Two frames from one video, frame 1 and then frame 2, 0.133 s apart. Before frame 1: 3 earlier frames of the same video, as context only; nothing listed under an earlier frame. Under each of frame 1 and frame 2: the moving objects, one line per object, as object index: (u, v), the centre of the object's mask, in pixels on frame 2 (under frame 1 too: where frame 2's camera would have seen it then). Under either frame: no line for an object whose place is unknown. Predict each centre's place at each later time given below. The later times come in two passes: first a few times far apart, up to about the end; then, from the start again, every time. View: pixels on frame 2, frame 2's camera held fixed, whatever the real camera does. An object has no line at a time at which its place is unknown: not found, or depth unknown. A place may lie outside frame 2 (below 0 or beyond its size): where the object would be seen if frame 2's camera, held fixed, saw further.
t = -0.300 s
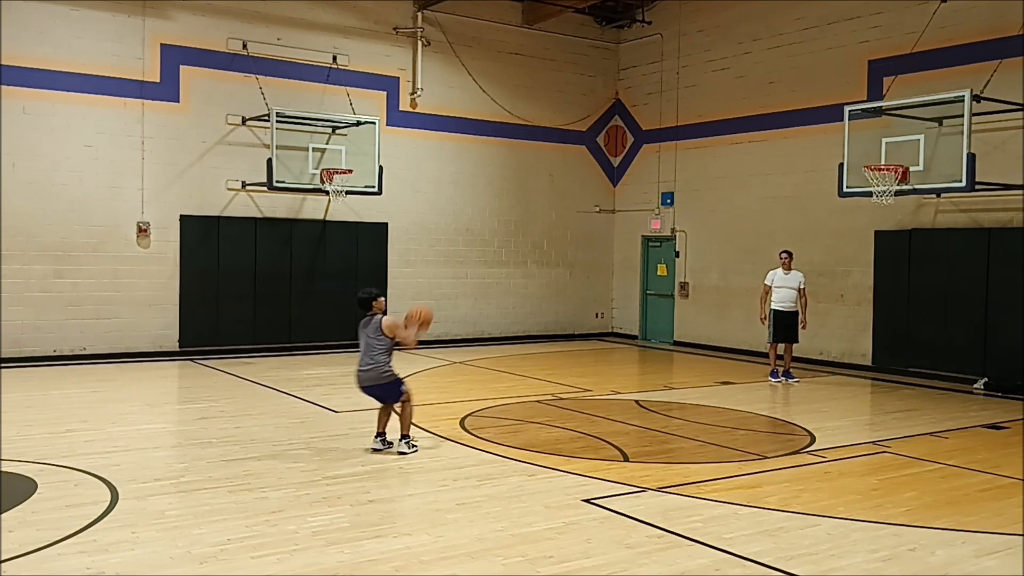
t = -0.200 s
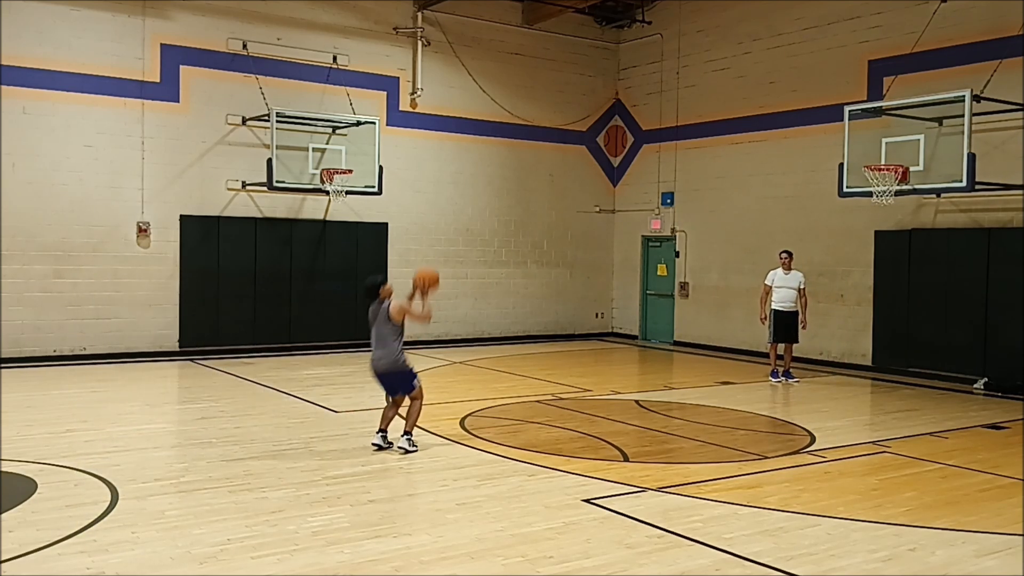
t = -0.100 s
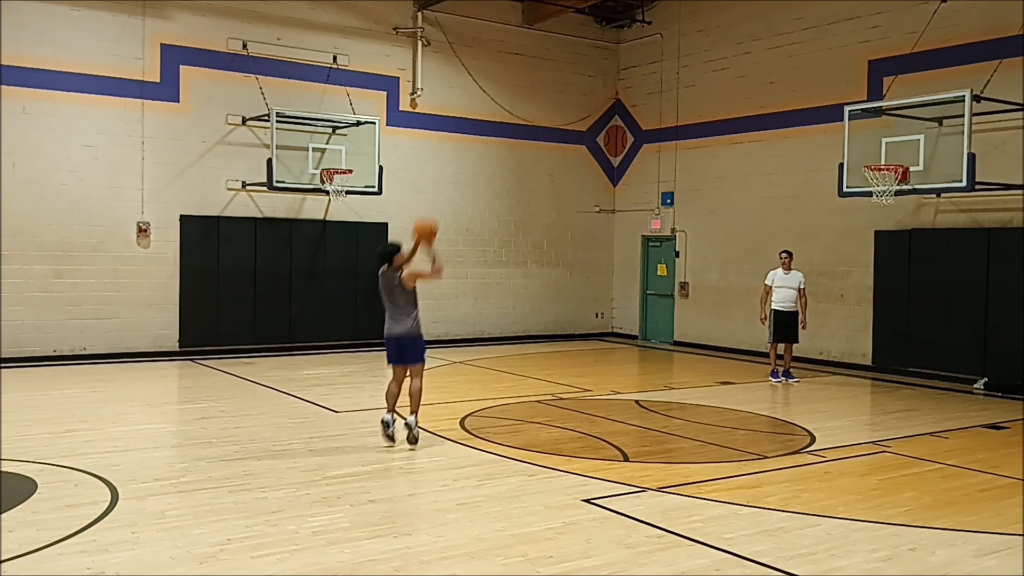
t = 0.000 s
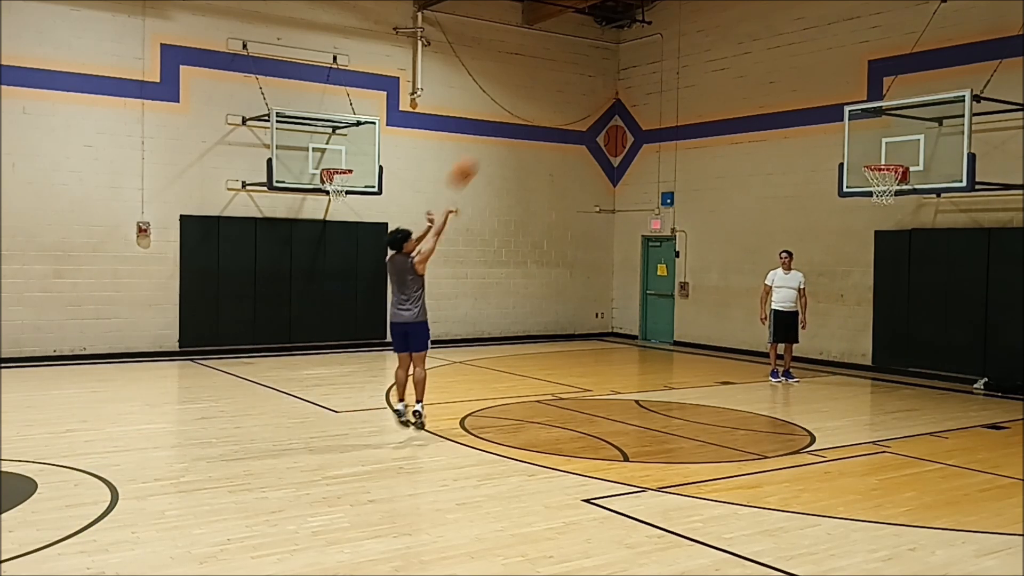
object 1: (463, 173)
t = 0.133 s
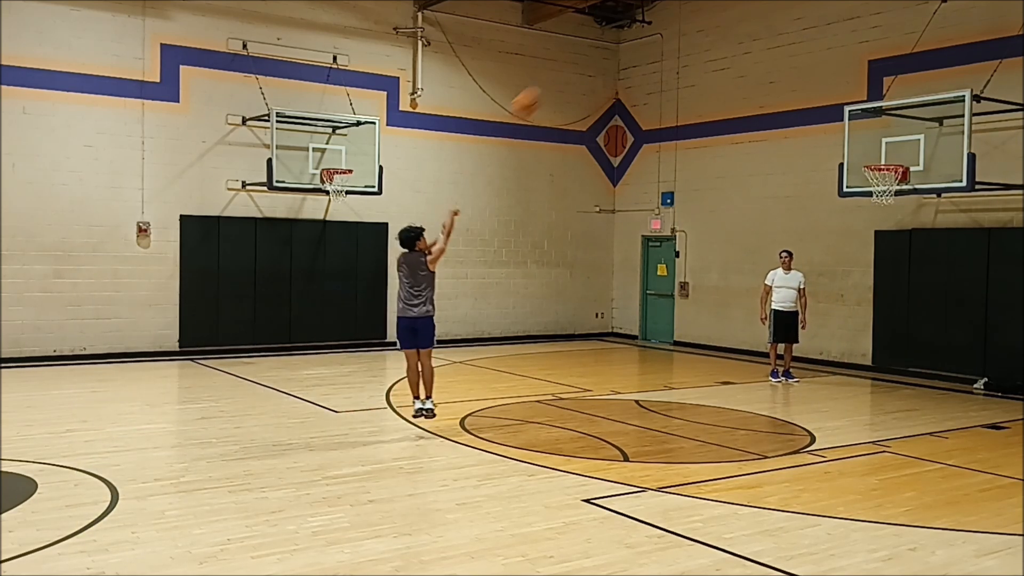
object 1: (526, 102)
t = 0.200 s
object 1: (556, 75)
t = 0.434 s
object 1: (653, 23)
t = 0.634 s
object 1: (724, 19)
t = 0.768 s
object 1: (765, 35)
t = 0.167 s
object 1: (541, 89)
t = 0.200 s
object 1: (556, 75)
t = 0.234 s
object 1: (571, 65)
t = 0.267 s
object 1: (586, 55)
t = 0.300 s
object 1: (600, 47)
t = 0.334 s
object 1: (613, 40)
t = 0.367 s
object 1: (626, 33)
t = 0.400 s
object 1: (639, 28)
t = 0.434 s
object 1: (653, 23)
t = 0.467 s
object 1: (665, 20)
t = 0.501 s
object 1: (677, 18)
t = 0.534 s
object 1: (690, 17)
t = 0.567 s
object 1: (701, 17)
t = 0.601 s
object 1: (713, 18)
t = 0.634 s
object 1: (724, 19)
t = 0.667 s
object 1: (734, 22)
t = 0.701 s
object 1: (745, 25)
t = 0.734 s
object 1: (755, 30)
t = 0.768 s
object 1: (765, 35)
